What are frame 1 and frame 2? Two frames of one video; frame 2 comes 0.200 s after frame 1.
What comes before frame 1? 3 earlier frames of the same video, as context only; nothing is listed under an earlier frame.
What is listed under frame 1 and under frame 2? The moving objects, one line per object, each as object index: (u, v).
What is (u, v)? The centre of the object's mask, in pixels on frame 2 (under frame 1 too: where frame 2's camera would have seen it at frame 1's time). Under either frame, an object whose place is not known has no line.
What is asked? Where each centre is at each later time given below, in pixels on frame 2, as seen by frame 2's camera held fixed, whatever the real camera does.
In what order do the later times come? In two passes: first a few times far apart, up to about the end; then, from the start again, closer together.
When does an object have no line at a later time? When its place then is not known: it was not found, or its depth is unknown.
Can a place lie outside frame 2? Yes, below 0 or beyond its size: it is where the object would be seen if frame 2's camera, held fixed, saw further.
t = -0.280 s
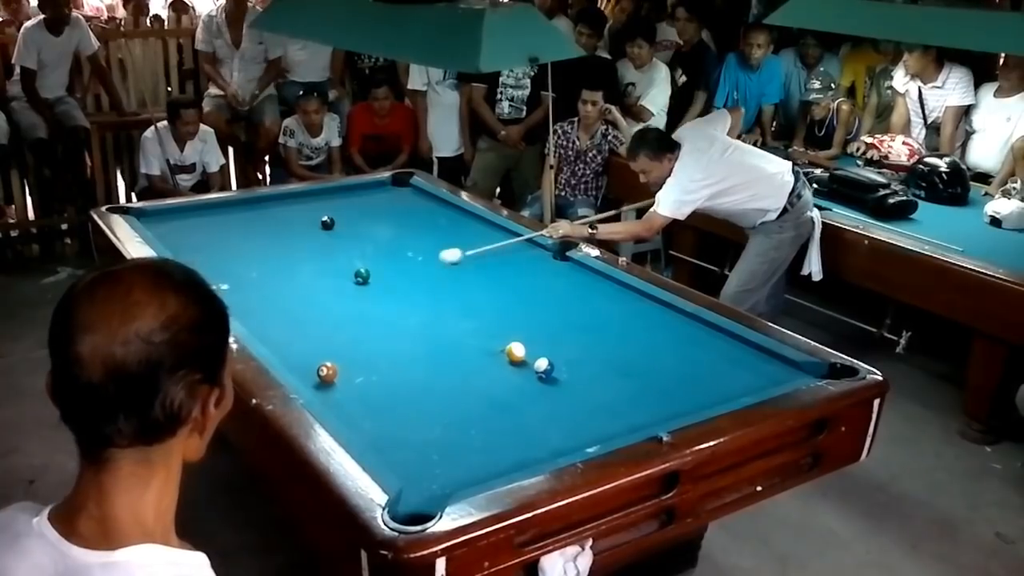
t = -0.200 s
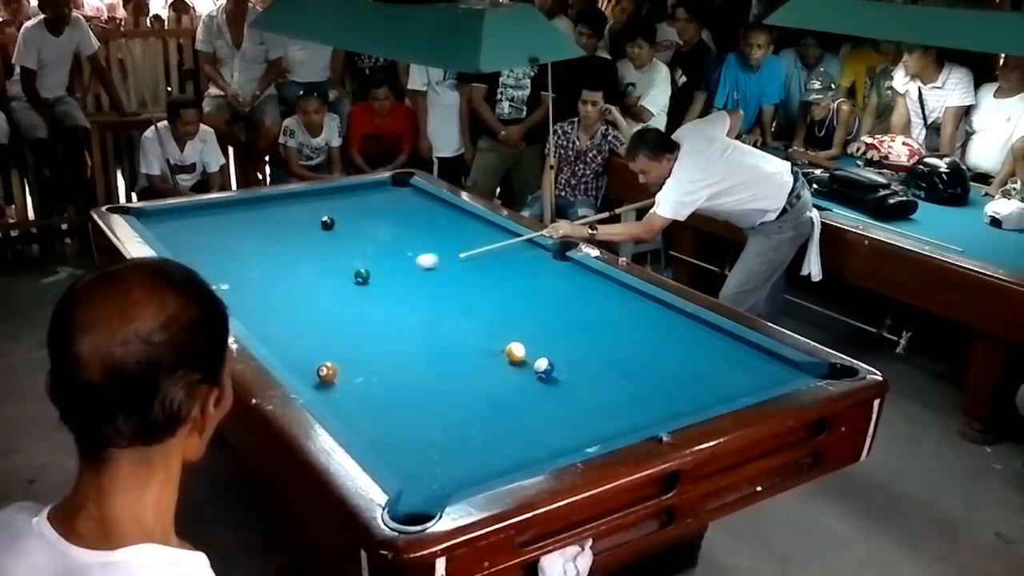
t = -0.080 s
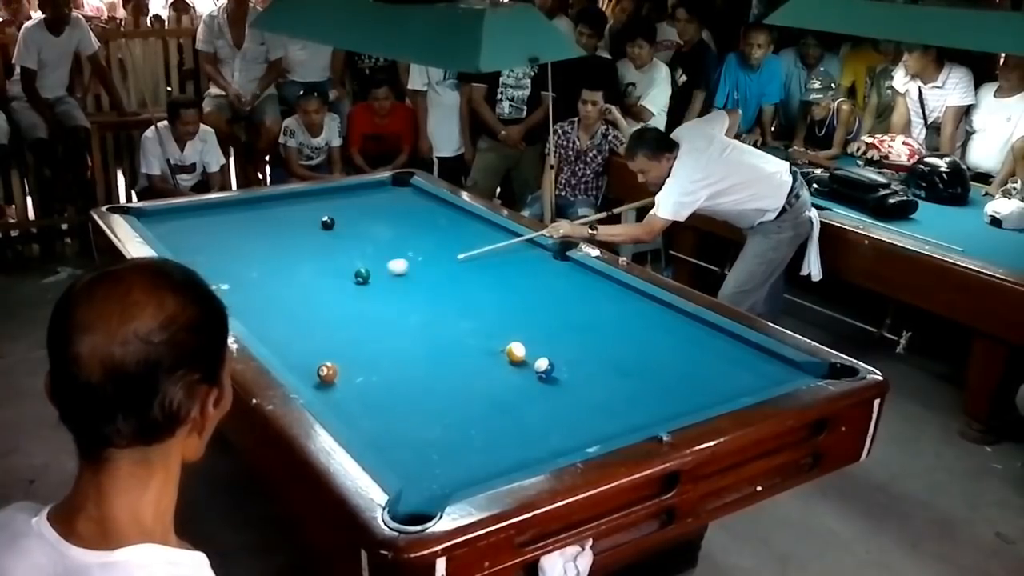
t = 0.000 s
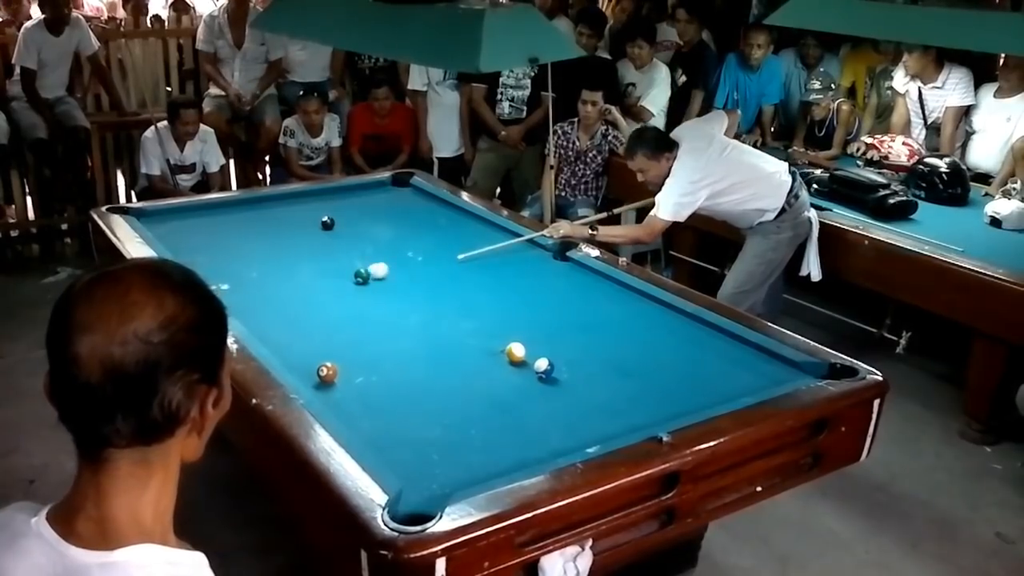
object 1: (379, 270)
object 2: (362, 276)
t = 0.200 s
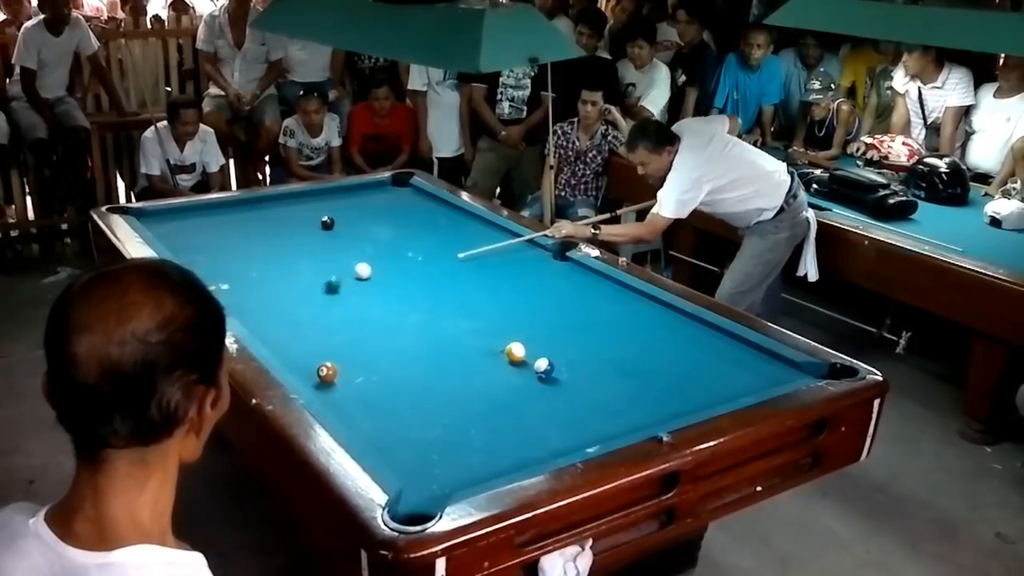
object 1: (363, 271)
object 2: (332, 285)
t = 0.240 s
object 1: (360, 271)
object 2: (326, 287)
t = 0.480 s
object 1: (343, 271)
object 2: (293, 296)
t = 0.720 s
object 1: (328, 271)
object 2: (258, 306)
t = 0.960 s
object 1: (315, 271)
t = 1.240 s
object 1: (301, 271)
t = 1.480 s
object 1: (291, 271)
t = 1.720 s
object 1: (282, 271)
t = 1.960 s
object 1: (275, 271)
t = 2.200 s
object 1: (269, 271)
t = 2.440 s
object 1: (265, 272)
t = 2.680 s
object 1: (262, 272)
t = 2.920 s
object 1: (261, 272)
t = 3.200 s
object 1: (262, 272)
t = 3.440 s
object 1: (262, 272)
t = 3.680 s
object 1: (262, 272)
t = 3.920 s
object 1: (262, 272)
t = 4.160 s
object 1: (262, 272)
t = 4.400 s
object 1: (261, 272)
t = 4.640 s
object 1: (261, 272)
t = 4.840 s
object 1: (262, 272)
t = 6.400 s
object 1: (262, 272)
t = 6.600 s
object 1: (261, 272)
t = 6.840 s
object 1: (261, 272)
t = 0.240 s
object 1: (360, 271)
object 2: (326, 287)
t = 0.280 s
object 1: (357, 271)
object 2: (322, 287)
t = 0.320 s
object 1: (354, 271)
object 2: (316, 289)
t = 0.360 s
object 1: (351, 271)
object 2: (310, 291)
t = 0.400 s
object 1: (349, 271)
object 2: (304, 293)
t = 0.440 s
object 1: (346, 271)
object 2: (298, 294)
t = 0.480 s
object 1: (343, 271)
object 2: (293, 296)
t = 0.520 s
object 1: (341, 271)
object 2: (287, 298)
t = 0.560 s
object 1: (338, 271)
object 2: (282, 300)
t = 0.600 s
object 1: (336, 271)
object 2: (276, 301)
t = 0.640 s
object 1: (333, 271)
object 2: (270, 302)
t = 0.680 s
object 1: (331, 271)
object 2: (264, 305)
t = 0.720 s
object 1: (328, 271)
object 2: (258, 306)
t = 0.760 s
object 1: (326, 271)
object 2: (252, 308)
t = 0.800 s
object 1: (324, 271)
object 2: (247, 309)
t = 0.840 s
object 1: (321, 271)
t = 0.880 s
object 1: (319, 271)
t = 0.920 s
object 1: (317, 271)
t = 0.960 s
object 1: (315, 271)
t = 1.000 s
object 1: (313, 271)
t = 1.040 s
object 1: (311, 271)
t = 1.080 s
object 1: (309, 271)
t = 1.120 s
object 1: (307, 271)
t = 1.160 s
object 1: (304, 271)
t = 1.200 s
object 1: (303, 271)
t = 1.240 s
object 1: (301, 271)
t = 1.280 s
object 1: (299, 271)
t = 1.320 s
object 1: (297, 271)
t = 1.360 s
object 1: (295, 271)
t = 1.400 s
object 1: (294, 271)
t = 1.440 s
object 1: (292, 271)
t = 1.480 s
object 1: (291, 271)
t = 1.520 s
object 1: (289, 271)
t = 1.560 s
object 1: (288, 271)
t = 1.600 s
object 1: (286, 271)
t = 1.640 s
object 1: (284, 271)
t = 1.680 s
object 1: (283, 271)
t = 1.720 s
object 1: (282, 271)
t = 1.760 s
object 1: (281, 271)
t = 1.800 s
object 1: (279, 271)
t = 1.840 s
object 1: (278, 271)
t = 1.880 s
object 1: (277, 271)
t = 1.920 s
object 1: (276, 271)
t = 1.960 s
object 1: (275, 271)
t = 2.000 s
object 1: (274, 271)
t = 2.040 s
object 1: (273, 271)
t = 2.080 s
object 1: (272, 272)
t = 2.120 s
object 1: (271, 271)
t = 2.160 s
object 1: (270, 271)
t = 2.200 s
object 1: (269, 271)
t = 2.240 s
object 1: (268, 272)
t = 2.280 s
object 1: (267, 272)
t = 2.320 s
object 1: (267, 272)
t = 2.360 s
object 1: (266, 272)
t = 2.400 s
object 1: (265, 272)
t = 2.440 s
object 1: (265, 272)
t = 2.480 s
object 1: (264, 272)
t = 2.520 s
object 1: (264, 272)
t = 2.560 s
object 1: (263, 272)
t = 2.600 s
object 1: (263, 272)
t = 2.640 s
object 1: (263, 272)
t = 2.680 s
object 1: (262, 272)
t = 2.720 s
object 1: (262, 272)
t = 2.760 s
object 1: (262, 272)
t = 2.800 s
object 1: (262, 272)
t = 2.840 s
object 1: (262, 272)
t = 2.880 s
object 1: (261, 272)
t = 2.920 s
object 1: (261, 272)
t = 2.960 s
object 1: (261, 272)
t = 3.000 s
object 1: (261, 272)
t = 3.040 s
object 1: (261, 272)
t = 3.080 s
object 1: (262, 272)
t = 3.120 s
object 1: (262, 272)
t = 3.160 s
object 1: (262, 272)
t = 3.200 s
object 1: (262, 272)
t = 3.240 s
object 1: (262, 272)
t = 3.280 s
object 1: (262, 272)
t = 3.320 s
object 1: (262, 272)
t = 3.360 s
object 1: (261, 272)
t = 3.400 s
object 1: (262, 272)
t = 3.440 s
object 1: (262, 272)
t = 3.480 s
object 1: (262, 272)
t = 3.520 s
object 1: (262, 272)
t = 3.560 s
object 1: (262, 272)
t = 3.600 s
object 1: (262, 272)
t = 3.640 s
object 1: (262, 272)
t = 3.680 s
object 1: (262, 272)
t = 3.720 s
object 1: (262, 272)
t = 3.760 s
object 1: (262, 272)
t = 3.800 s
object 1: (261, 272)
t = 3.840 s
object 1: (262, 272)
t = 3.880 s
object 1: (262, 272)
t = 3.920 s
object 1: (262, 272)
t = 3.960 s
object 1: (262, 272)
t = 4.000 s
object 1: (262, 272)
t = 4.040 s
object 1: (261, 272)
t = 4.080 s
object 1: (262, 272)
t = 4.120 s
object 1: (262, 272)
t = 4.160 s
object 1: (262, 272)
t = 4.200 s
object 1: (262, 272)
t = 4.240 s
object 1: (261, 272)
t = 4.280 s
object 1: (261, 272)
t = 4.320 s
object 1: (262, 272)
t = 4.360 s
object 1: (262, 272)
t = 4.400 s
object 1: (261, 272)
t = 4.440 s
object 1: (261, 272)
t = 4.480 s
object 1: (261, 272)
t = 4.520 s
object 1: (261, 272)
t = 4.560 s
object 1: (261, 272)
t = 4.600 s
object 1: (261, 272)
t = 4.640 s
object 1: (261, 272)
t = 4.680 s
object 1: (261, 272)
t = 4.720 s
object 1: (262, 272)
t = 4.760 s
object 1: (262, 272)
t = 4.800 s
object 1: (262, 272)
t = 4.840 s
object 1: (262, 272)
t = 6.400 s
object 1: (262, 272)
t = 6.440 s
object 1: (261, 272)
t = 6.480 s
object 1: (262, 272)
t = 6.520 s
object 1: (261, 272)
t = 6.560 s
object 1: (261, 272)
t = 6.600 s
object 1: (261, 272)
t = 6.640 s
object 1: (261, 272)
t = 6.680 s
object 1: (261, 272)
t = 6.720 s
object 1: (262, 272)
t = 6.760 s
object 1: (262, 272)
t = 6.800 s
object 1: (262, 272)
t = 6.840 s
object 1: (261, 272)
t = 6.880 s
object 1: (262, 272)
